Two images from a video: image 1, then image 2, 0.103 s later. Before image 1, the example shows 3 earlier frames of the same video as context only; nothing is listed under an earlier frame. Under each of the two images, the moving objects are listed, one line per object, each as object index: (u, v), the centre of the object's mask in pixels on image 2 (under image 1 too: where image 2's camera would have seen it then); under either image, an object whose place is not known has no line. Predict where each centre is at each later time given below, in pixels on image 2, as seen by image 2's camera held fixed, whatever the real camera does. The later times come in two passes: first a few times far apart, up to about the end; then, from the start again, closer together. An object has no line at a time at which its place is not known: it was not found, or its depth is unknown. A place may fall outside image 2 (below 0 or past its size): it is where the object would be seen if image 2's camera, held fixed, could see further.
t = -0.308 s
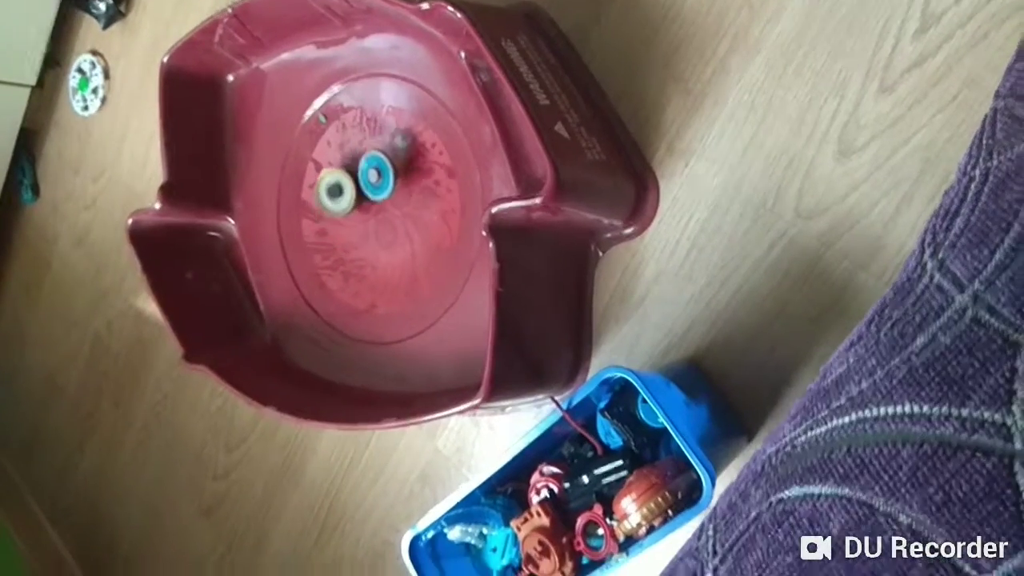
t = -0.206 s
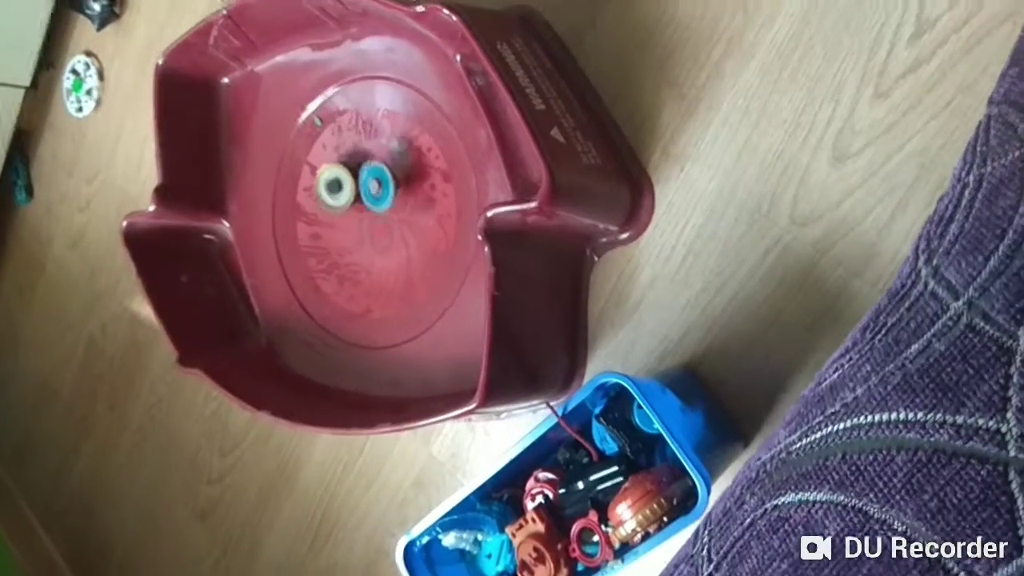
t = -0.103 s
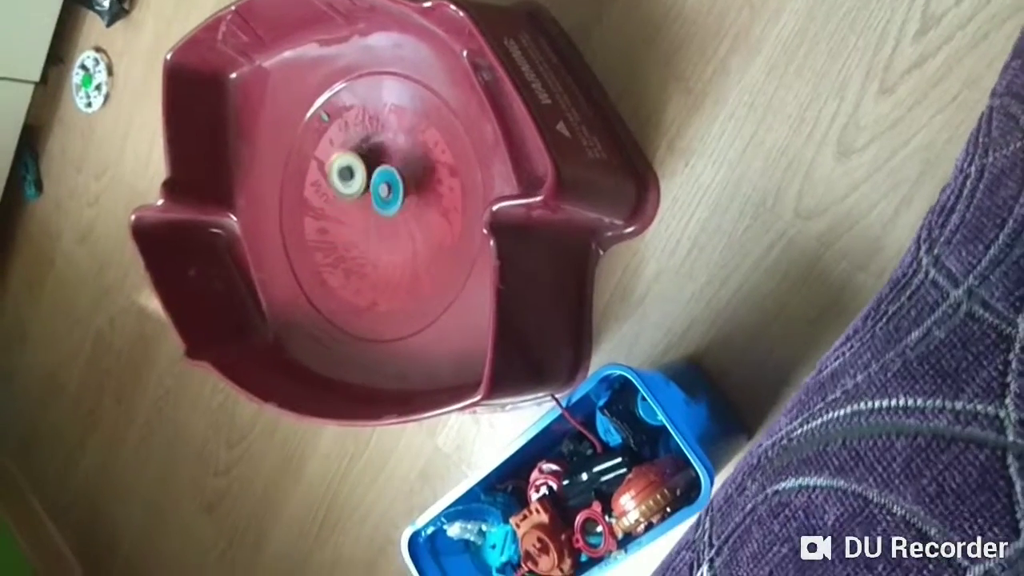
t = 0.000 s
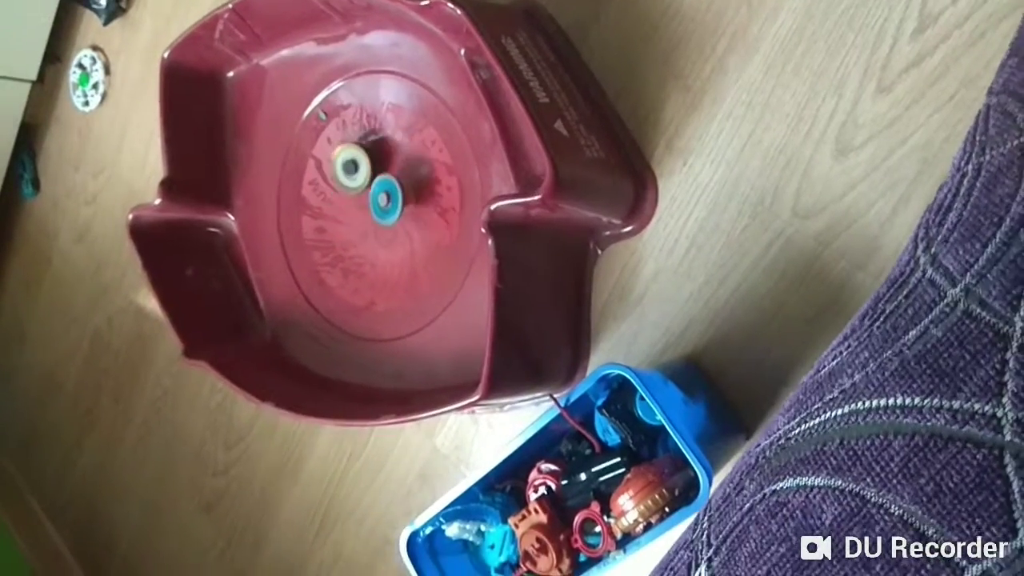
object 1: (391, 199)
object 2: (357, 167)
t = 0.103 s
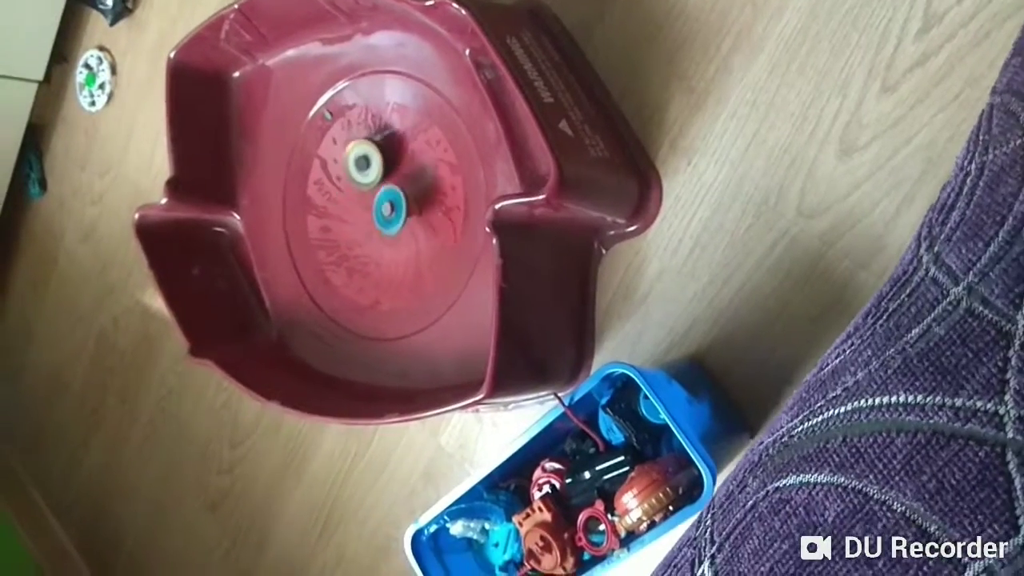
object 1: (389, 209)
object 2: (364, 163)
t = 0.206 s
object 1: (387, 219)
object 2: (371, 161)
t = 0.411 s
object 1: (375, 231)
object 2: (387, 164)
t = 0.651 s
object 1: (356, 231)
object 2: (402, 181)
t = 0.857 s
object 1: (346, 220)
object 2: (408, 197)
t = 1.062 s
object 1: (342, 199)
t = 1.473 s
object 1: (359, 173)
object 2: (393, 243)
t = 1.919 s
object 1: (383, 186)
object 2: (361, 244)
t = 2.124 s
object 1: (386, 204)
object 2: (351, 234)
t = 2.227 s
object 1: (385, 213)
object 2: (347, 227)
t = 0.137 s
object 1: (389, 213)
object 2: (366, 162)
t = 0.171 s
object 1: (388, 216)
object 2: (369, 162)
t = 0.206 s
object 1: (387, 219)
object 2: (371, 161)
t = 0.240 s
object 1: (385, 221)
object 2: (374, 161)
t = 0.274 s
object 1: (383, 224)
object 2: (377, 161)
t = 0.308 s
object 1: (381, 226)
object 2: (379, 162)
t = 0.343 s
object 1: (379, 228)
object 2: (381, 162)
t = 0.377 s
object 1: (377, 230)
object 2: (384, 163)
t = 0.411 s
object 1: (375, 231)
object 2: (387, 164)
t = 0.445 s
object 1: (373, 232)
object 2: (389, 165)
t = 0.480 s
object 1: (370, 233)
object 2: (391, 167)
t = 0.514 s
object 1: (368, 234)
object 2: (393, 169)
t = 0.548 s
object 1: (363, 234)
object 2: (397, 173)
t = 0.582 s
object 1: (361, 233)
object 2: (399, 176)
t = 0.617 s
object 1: (358, 232)
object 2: (401, 178)
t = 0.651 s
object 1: (356, 231)
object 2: (402, 181)
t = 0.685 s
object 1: (354, 229)
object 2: (404, 184)
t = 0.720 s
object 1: (352, 228)
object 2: (405, 186)
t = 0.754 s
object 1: (350, 226)
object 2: (406, 189)
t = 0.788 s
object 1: (348, 223)
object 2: (407, 192)
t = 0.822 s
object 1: (347, 223)
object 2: (407, 194)
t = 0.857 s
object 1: (346, 220)
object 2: (408, 197)
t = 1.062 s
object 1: (342, 199)
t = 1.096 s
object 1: (342, 196)
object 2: (409, 217)
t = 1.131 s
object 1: (343, 193)
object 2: (408, 220)
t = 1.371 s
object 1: (352, 177)
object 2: (399, 238)
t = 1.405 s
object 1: (354, 175)
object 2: (397, 240)
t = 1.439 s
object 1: (356, 174)
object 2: (395, 241)
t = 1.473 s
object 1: (359, 173)
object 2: (393, 243)
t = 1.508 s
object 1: (361, 172)
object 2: (391, 245)
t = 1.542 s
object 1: (363, 172)
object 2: (388, 246)
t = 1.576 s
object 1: (365, 172)
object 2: (386, 247)
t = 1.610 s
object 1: (367, 172)
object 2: (383, 248)
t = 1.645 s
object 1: (369, 172)
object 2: (381, 248)
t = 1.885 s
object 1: (382, 183)
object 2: (363, 246)
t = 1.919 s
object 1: (383, 186)
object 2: (361, 244)
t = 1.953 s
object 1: (385, 189)
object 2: (359, 243)
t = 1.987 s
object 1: (385, 192)
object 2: (357, 242)
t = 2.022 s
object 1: (386, 195)
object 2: (355, 239)
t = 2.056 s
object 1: (386, 198)
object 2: (354, 237)
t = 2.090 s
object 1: (386, 201)
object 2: (352, 236)
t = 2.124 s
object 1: (386, 204)
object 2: (351, 234)
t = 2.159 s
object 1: (386, 207)
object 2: (349, 232)
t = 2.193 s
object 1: (385, 210)
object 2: (348, 229)
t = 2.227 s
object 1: (385, 213)
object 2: (347, 227)
